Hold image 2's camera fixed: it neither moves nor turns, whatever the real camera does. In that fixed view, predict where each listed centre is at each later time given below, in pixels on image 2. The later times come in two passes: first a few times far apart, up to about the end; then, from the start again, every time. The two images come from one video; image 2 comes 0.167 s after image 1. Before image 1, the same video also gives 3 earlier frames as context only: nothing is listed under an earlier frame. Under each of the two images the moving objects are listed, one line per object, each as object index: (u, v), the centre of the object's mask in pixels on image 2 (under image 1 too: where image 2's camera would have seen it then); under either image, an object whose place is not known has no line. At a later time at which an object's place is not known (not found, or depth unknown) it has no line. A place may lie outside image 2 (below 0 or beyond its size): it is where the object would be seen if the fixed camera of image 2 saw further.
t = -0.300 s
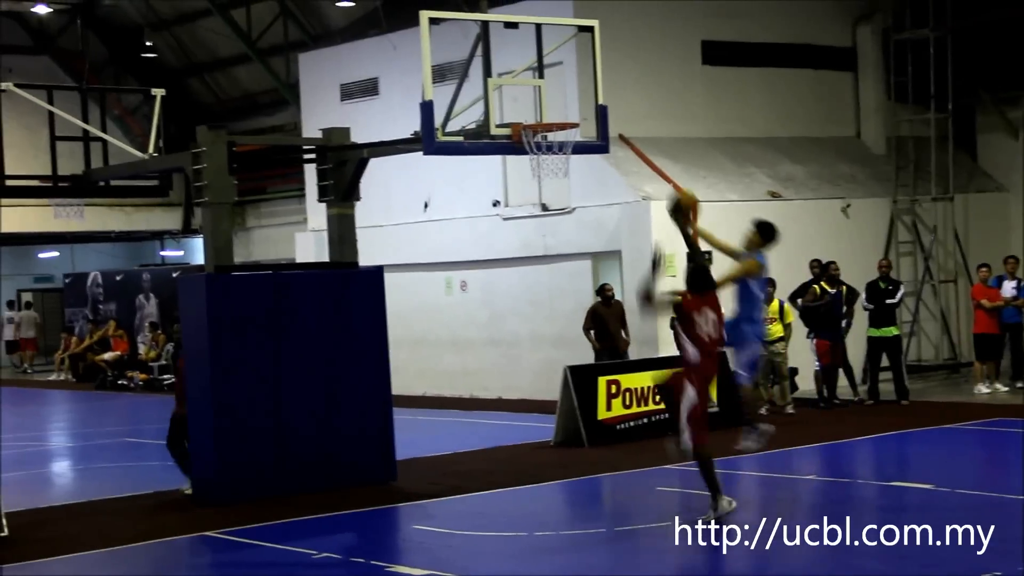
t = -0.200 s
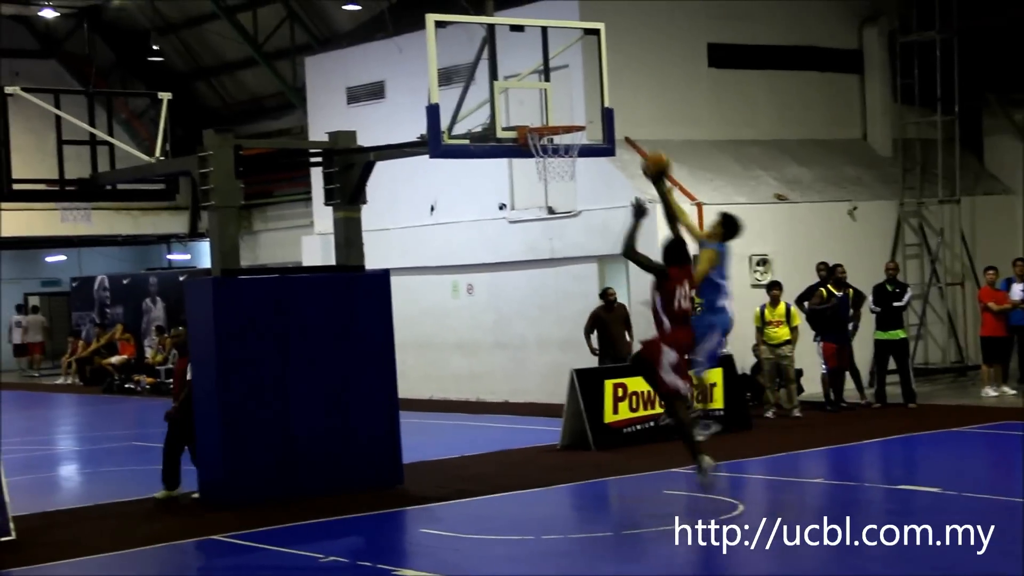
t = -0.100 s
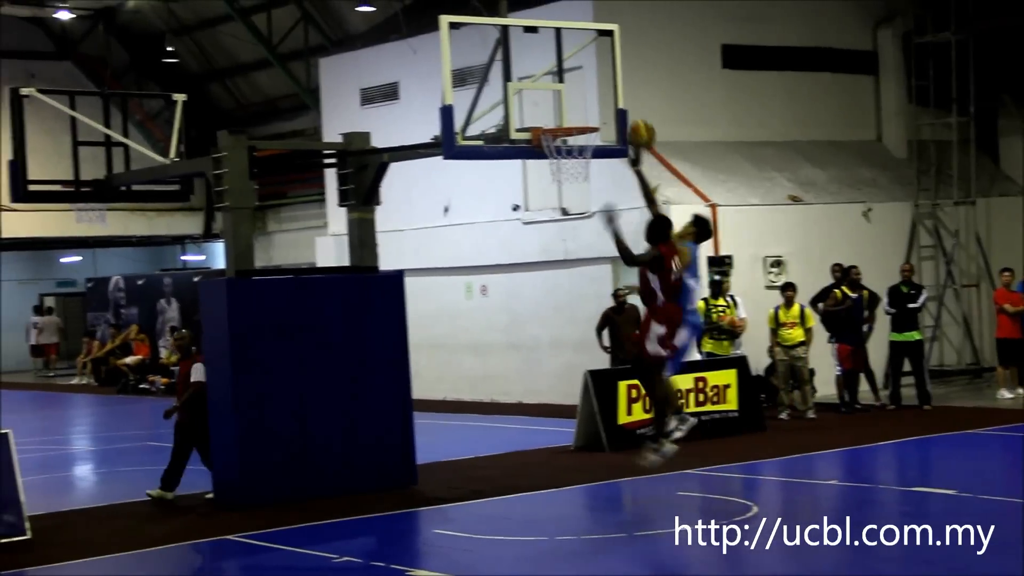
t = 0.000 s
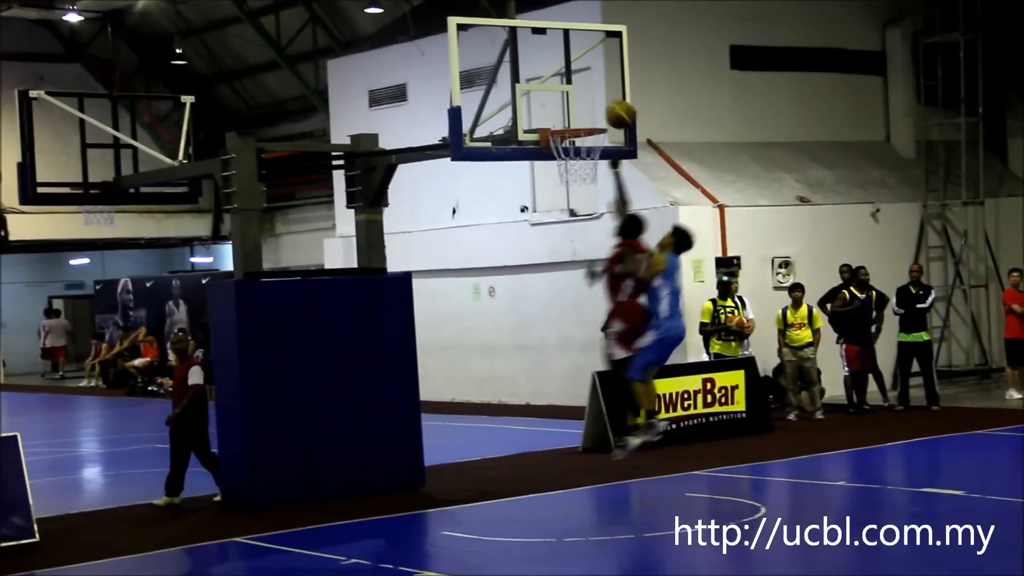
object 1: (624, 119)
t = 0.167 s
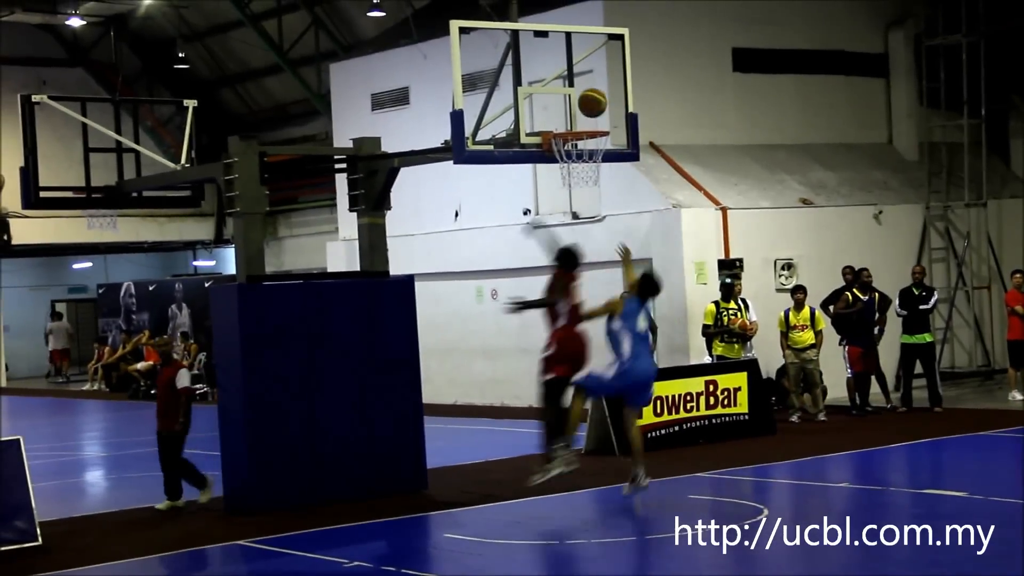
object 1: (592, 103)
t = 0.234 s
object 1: (591, 103)
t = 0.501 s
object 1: (584, 153)
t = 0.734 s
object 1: (566, 248)
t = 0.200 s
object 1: (592, 102)
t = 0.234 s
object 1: (591, 103)
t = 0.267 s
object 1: (590, 105)
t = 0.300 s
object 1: (590, 109)
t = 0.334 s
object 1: (590, 114)
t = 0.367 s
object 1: (589, 119)
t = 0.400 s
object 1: (589, 123)
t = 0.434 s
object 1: (589, 136)
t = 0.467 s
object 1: (585, 147)
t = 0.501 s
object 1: (584, 153)
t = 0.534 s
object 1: (581, 165)
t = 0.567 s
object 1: (577, 177)
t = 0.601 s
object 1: (575, 189)
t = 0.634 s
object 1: (573, 203)
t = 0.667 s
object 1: (571, 215)
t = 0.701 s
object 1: (568, 231)
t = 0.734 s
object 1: (566, 248)
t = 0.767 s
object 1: (564, 265)
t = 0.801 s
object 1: (562, 288)
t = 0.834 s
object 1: (560, 307)
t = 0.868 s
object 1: (558, 330)
